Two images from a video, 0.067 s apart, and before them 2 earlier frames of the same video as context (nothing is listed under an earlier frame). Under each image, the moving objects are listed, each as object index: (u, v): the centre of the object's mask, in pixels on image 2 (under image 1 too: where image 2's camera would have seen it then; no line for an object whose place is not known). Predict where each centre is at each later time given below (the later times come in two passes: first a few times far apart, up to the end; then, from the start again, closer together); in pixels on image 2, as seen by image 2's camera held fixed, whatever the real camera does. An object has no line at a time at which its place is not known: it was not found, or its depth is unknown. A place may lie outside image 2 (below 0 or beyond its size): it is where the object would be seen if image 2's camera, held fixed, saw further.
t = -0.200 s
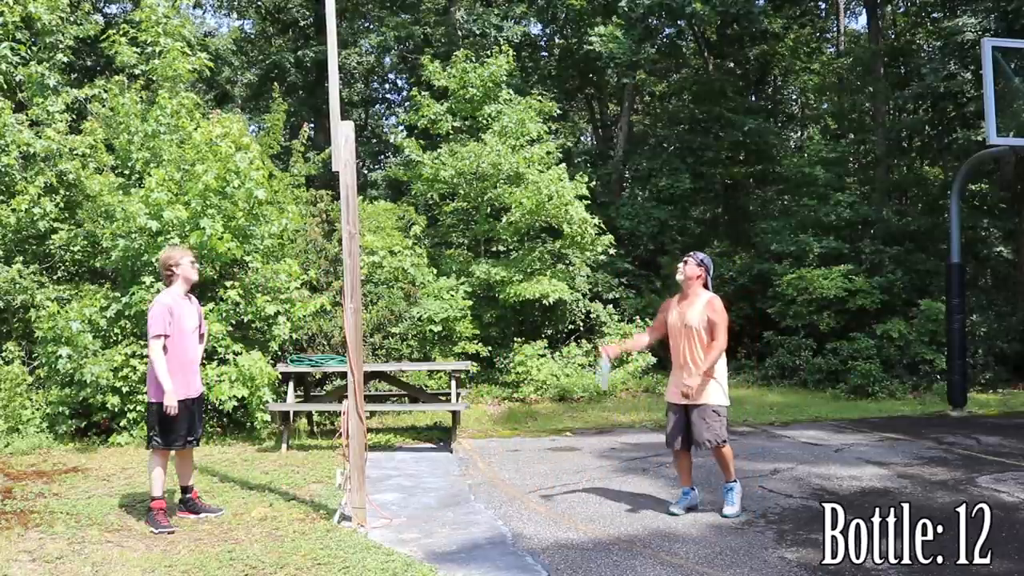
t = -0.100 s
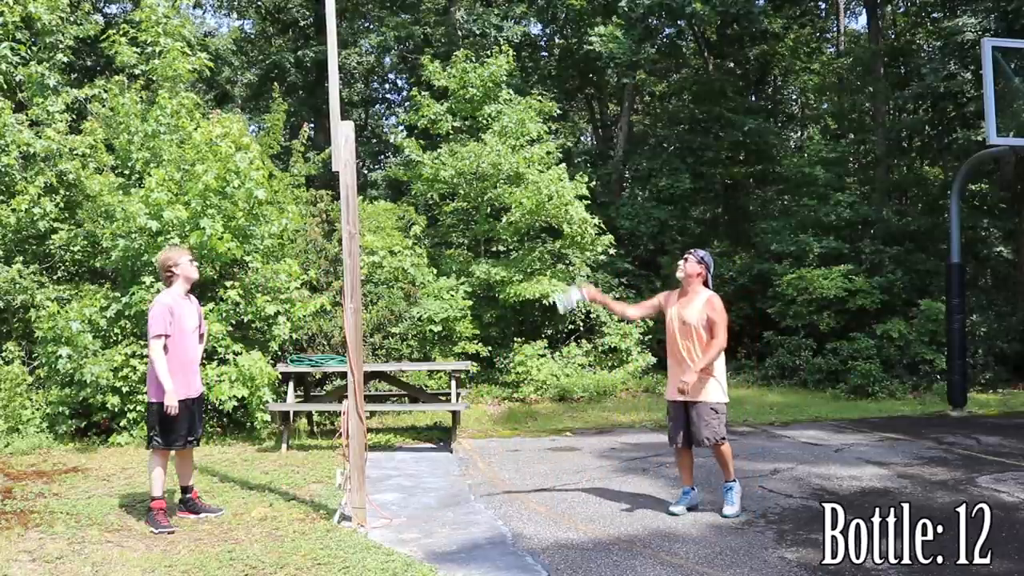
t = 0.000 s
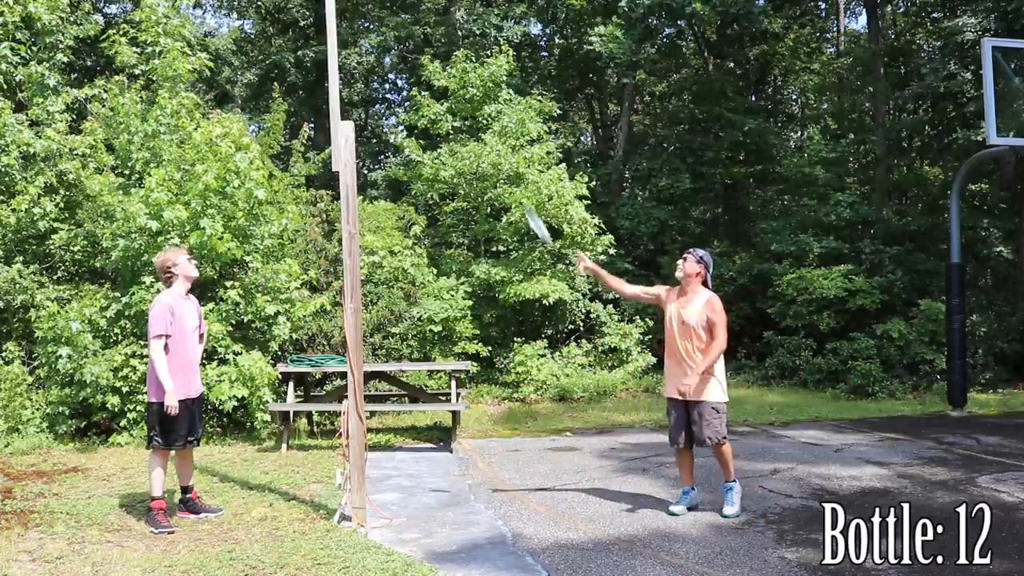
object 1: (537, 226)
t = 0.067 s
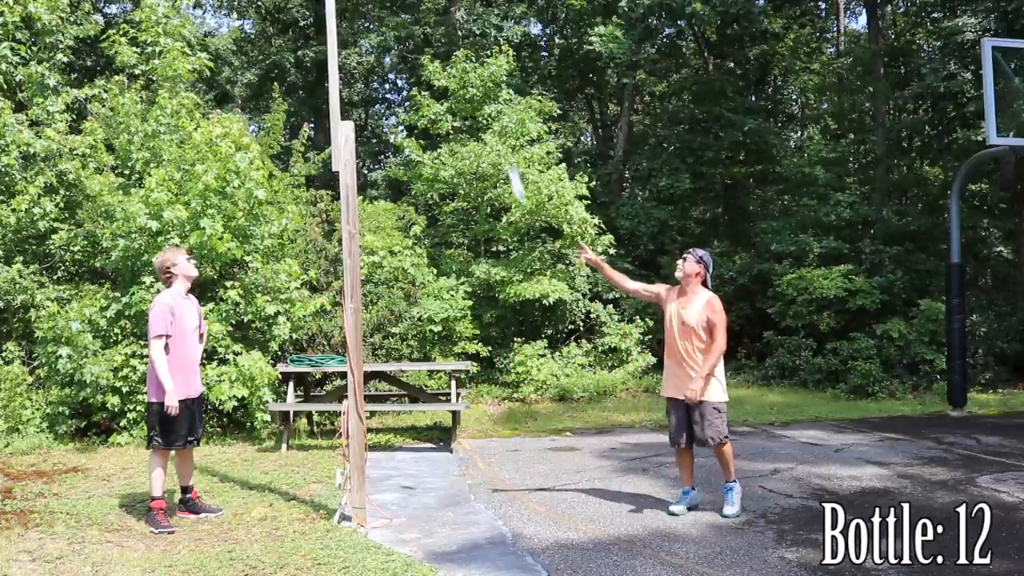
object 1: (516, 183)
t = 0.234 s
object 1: (464, 100)
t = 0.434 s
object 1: (406, 58)
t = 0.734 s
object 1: (333, 112)
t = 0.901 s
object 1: (314, 197)
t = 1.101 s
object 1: (294, 378)
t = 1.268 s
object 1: (282, 542)
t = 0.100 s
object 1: (505, 164)
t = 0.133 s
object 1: (494, 144)
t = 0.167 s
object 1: (484, 128)
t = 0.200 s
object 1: (474, 114)
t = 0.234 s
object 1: (464, 100)
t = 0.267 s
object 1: (454, 90)
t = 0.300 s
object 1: (446, 79)
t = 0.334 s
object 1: (436, 71)
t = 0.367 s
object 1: (427, 65)
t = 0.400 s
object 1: (417, 60)
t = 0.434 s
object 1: (406, 58)
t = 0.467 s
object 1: (399, 56)
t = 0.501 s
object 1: (389, 57)
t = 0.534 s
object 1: (380, 59)
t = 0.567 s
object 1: (371, 64)
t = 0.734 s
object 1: (333, 112)
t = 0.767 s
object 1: (329, 125)
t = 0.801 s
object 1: (324, 138)
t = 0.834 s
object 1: (320, 156)
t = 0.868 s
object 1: (317, 174)
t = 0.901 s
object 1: (314, 197)
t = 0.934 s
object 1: (310, 221)
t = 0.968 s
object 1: (307, 248)
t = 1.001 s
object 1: (304, 276)
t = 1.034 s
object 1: (300, 306)
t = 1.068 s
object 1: (297, 340)
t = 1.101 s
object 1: (294, 378)
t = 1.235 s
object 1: (282, 545)
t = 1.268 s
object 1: (282, 542)
